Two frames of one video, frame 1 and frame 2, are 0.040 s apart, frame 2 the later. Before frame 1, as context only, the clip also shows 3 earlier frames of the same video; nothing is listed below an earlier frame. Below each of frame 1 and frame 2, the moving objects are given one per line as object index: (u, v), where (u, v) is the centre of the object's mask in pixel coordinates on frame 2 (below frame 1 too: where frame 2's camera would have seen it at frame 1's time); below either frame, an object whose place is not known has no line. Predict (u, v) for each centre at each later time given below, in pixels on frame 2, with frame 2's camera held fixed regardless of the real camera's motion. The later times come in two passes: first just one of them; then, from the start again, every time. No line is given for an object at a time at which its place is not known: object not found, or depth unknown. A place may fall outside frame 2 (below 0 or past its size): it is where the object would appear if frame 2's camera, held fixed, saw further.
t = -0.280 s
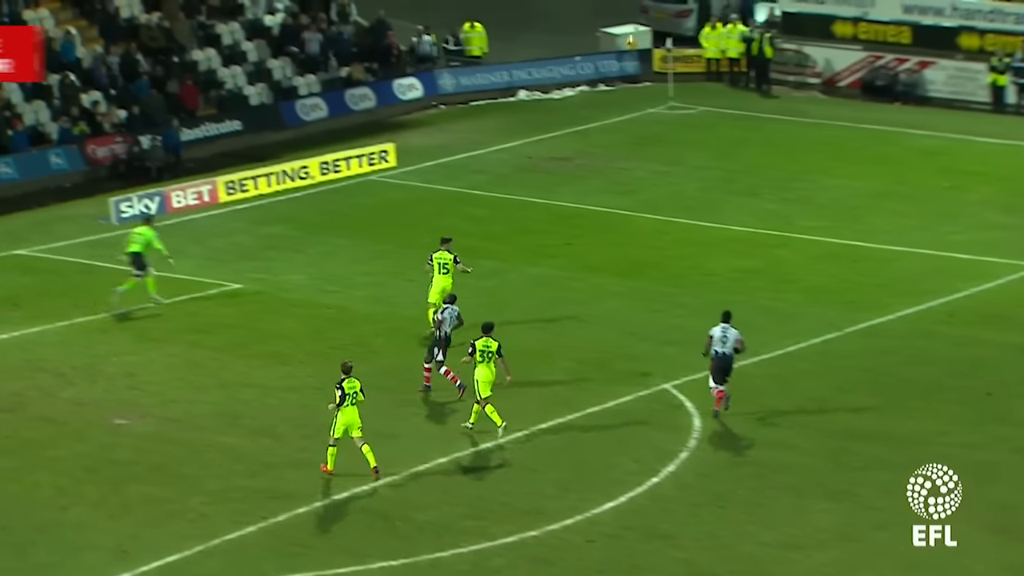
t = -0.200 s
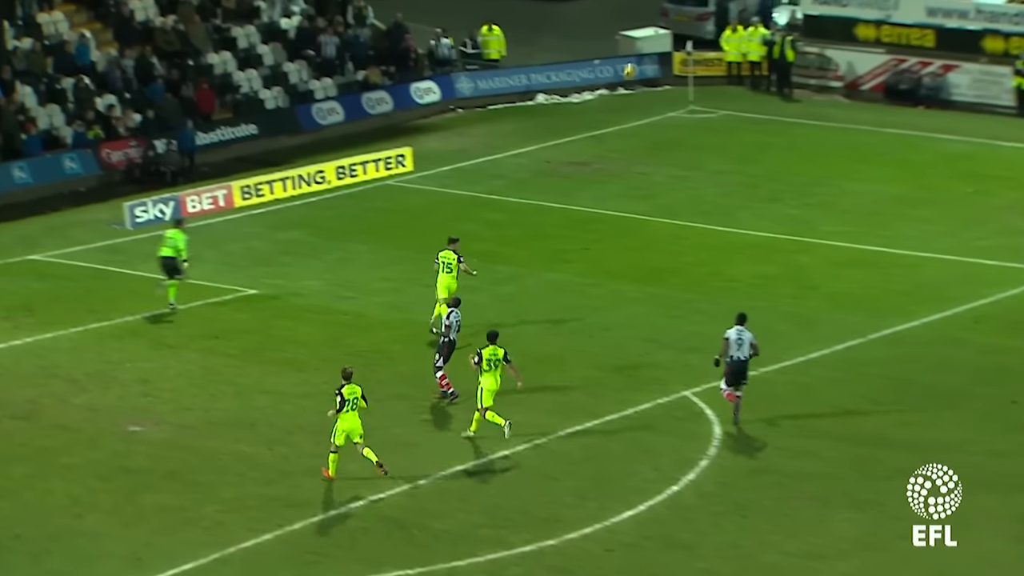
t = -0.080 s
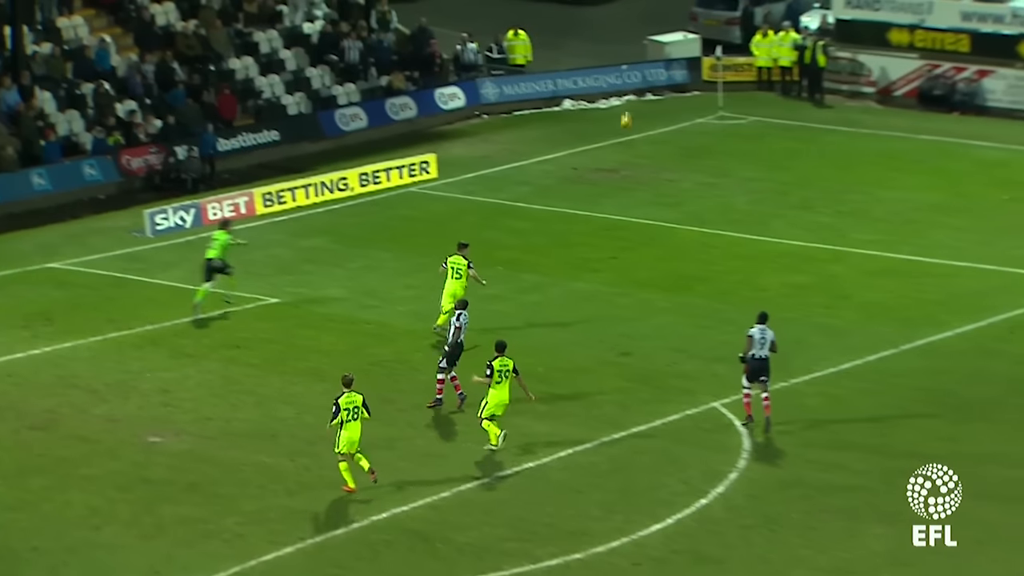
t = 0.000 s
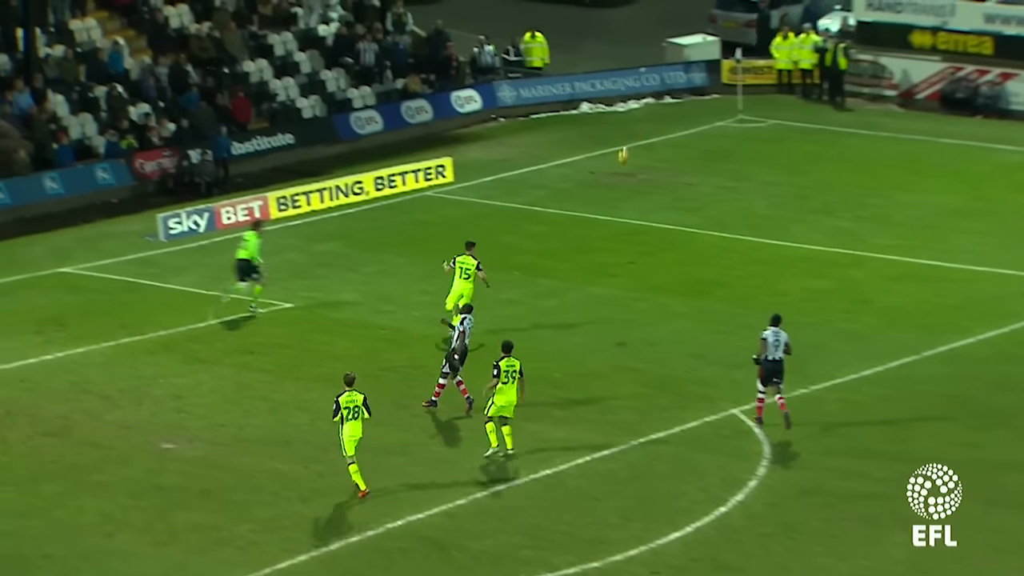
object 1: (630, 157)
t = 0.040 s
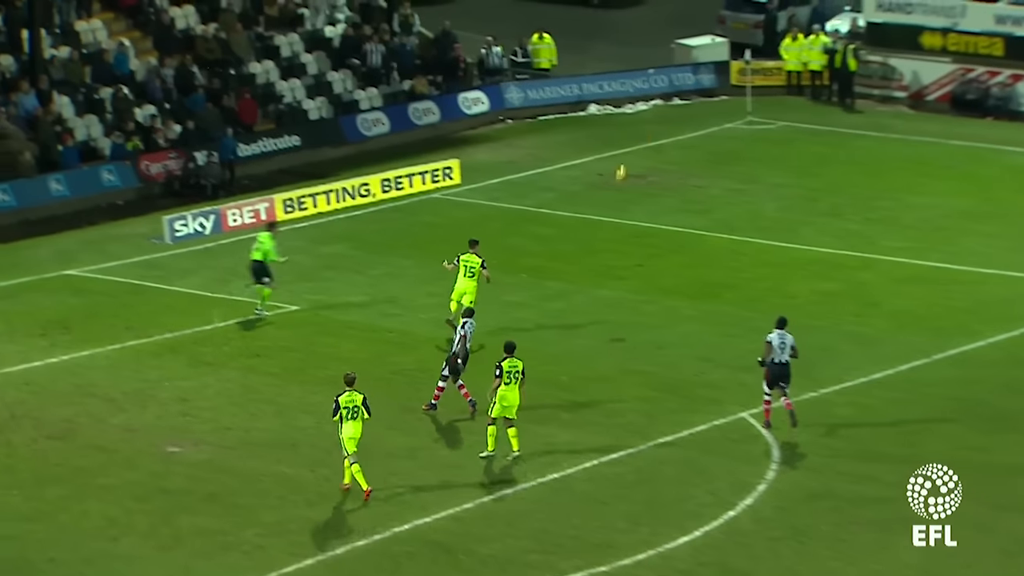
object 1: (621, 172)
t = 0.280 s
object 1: (560, 282)
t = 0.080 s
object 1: (611, 190)
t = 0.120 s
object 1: (601, 207)
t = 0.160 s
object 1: (590, 226)
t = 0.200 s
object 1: (580, 243)
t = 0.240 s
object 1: (570, 261)
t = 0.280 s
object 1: (560, 282)
